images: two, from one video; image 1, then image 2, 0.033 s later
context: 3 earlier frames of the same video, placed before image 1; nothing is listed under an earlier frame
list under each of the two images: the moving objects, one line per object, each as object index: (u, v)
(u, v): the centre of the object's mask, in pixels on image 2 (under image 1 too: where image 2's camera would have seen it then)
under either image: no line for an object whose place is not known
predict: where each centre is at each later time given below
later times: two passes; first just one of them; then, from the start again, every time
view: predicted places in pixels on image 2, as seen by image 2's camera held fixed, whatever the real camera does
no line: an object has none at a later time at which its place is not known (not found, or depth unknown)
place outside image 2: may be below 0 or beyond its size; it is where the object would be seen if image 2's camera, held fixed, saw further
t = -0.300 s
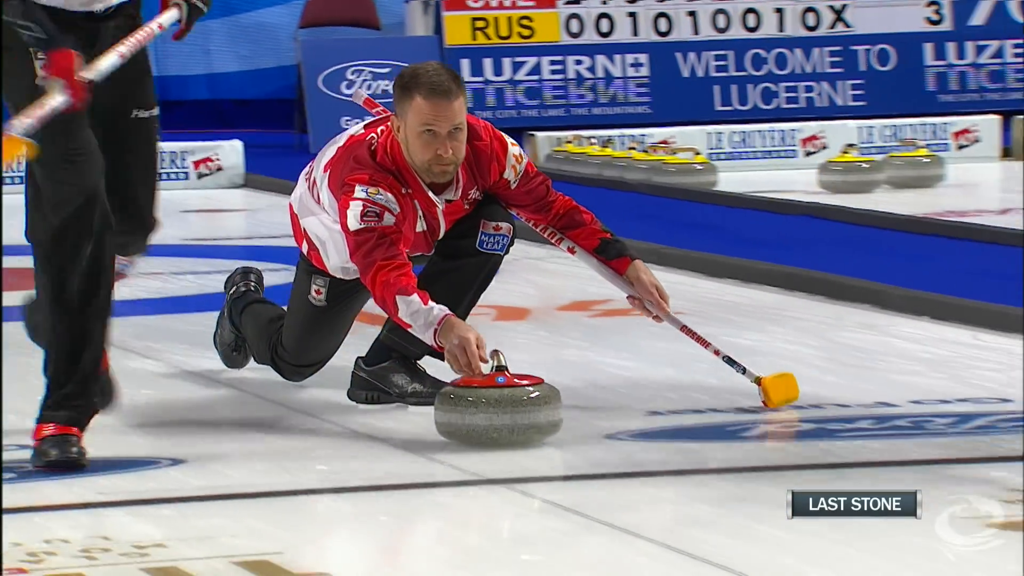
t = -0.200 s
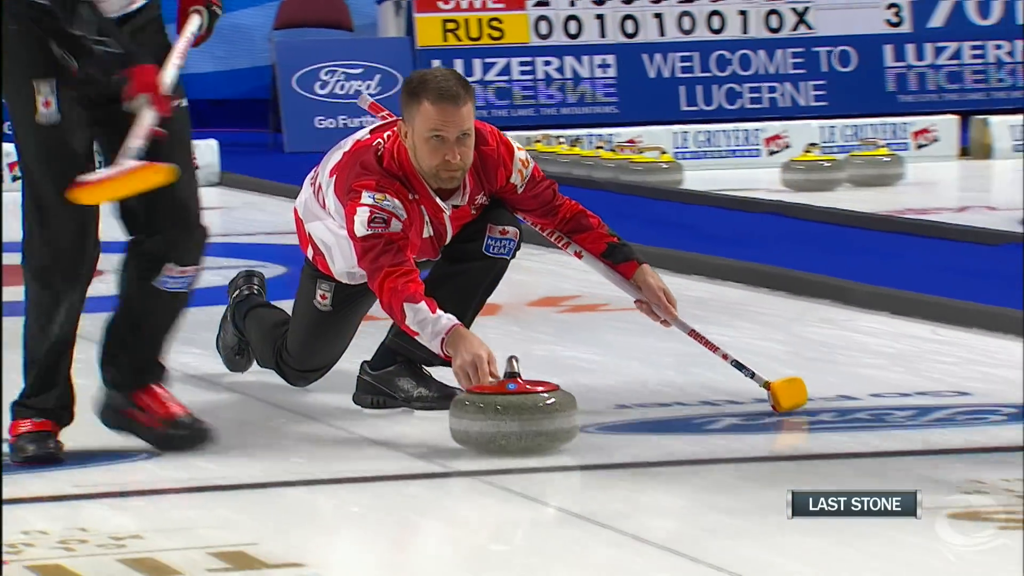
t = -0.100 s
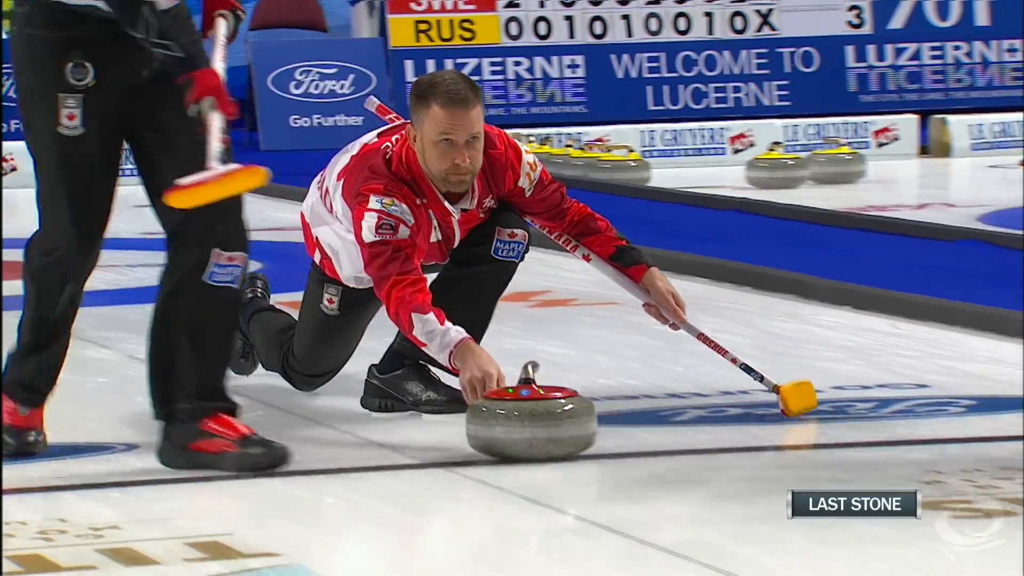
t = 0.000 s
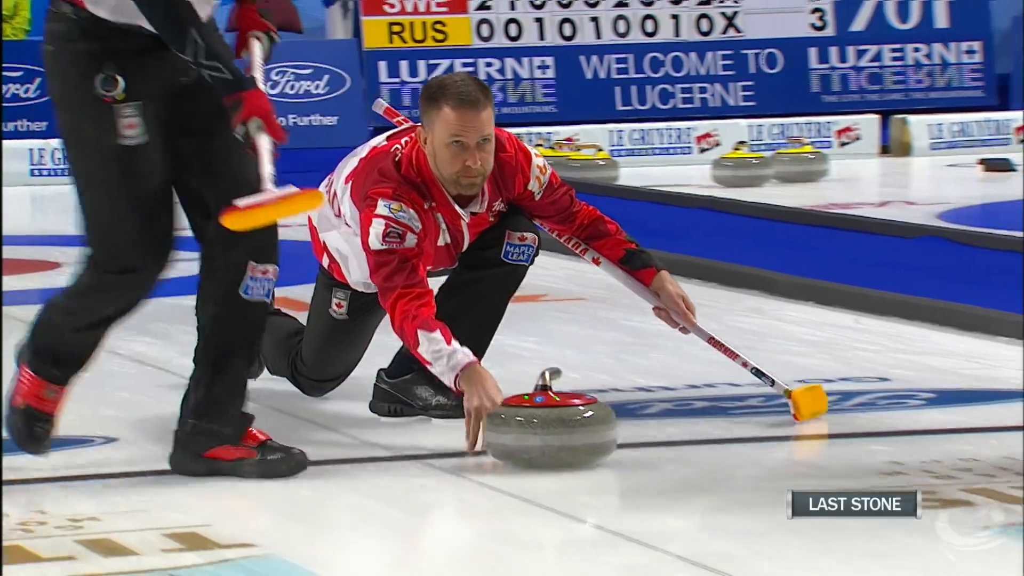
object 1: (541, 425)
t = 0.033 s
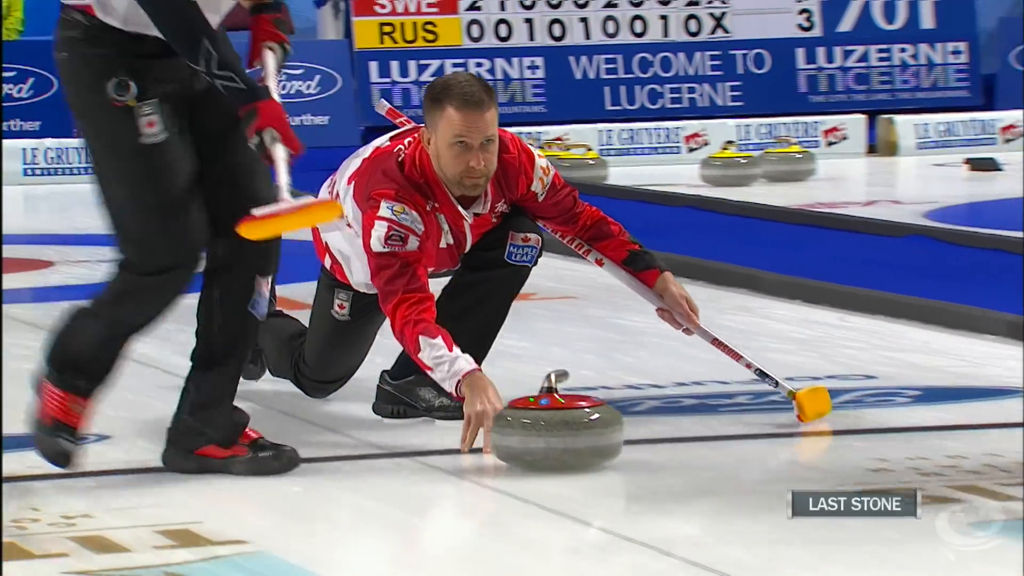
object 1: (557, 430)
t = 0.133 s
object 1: (610, 450)
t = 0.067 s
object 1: (574, 436)
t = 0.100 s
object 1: (592, 443)
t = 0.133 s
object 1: (610, 450)
